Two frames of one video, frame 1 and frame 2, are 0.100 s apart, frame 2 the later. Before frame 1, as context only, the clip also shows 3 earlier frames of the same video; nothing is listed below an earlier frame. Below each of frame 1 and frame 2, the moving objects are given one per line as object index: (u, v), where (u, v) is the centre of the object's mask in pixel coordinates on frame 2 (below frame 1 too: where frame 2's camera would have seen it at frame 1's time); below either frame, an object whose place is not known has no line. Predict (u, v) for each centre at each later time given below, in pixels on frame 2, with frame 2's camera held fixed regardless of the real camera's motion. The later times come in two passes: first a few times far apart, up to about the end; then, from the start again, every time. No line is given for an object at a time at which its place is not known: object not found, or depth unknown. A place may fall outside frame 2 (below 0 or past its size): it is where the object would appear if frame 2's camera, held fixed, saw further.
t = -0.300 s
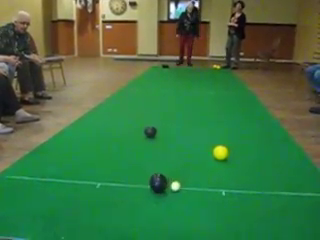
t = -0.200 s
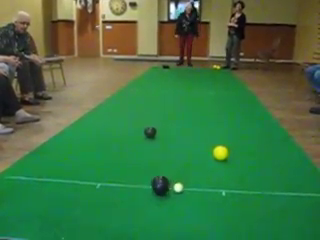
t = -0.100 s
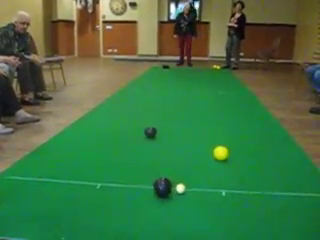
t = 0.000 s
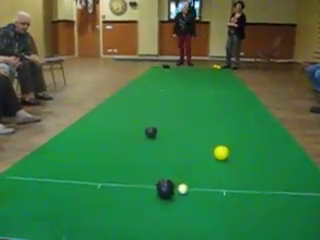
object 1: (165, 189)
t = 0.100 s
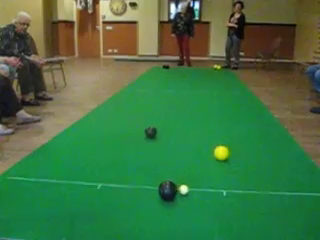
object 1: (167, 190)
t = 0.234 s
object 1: (170, 192)
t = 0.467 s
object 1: (174, 194)
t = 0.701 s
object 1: (176, 195)
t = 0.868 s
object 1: (177, 195)
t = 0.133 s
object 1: (168, 191)
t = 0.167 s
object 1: (168, 191)
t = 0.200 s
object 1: (169, 192)
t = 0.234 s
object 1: (170, 192)
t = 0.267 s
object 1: (170, 192)
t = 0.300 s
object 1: (171, 192)
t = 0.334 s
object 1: (171, 193)
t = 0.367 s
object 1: (172, 193)
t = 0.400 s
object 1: (173, 194)
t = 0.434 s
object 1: (174, 193)
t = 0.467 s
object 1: (174, 194)
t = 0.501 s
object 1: (174, 194)
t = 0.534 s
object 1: (175, 194)
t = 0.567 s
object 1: (175, 194)
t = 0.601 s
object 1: (176, 194)
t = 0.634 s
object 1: (176, 194)
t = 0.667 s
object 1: (176, 195)
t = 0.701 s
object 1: (176, 195)
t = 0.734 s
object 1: (176, 195)
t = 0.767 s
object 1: (177, 195)
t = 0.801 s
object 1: (177, 195)
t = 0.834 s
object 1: (177, 195)
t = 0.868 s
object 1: (177, 195)
